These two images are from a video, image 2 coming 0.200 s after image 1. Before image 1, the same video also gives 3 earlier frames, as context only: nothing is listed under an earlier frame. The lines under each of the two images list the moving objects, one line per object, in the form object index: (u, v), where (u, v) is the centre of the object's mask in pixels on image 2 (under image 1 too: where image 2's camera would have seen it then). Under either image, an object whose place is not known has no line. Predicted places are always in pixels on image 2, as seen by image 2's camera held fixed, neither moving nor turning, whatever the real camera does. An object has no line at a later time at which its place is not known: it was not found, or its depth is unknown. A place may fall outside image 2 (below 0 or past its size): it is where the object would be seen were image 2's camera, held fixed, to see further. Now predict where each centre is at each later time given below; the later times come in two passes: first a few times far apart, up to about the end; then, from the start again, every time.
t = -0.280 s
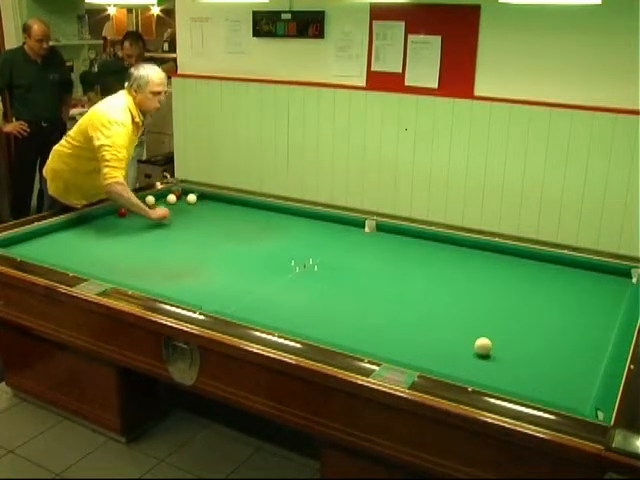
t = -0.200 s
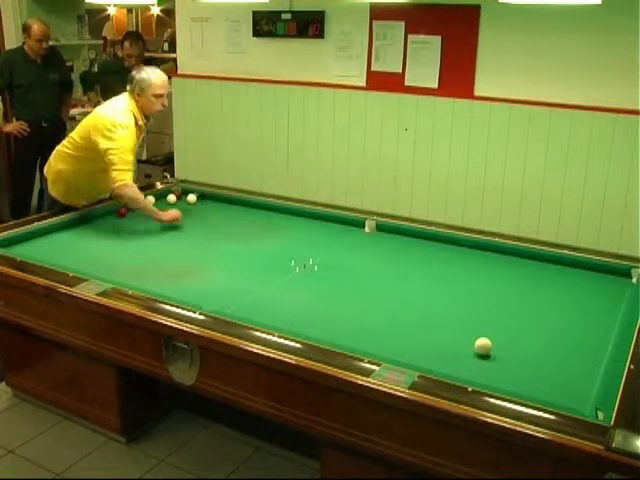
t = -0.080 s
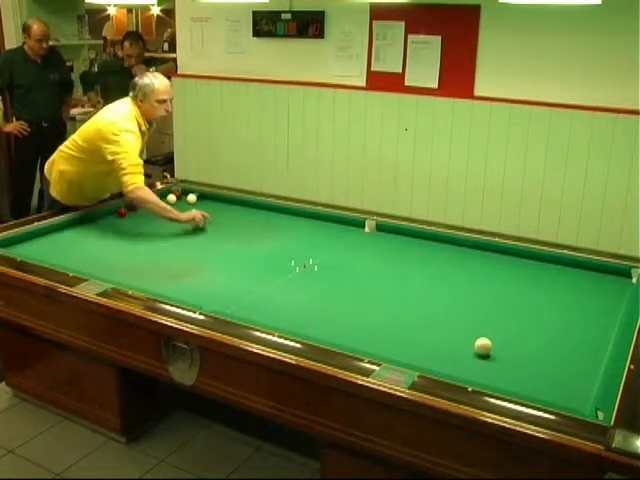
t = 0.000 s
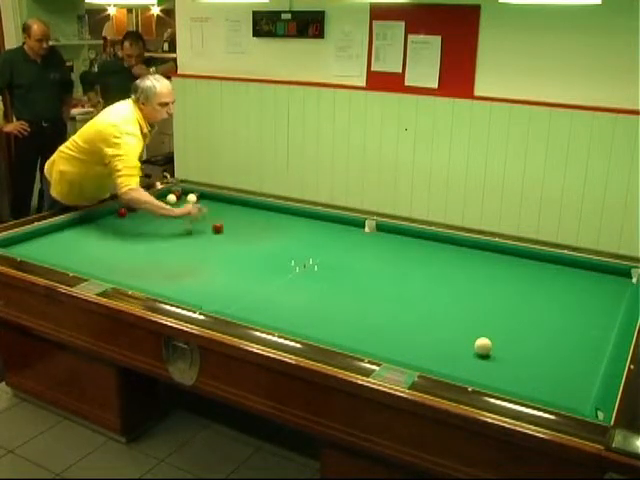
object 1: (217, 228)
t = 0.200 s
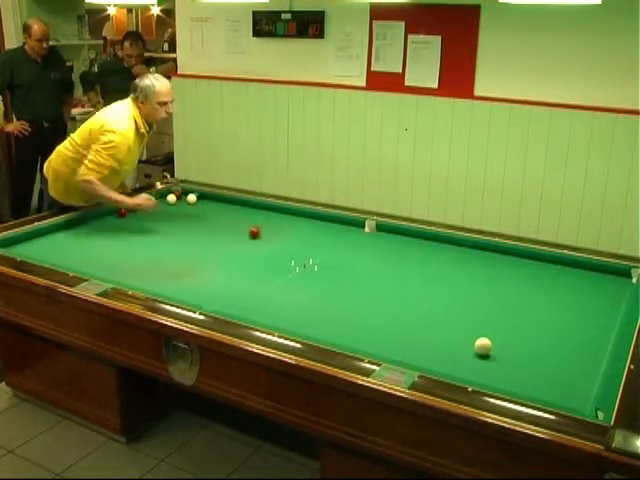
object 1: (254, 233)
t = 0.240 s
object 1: (261, 234)
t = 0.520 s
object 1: (313, 241)
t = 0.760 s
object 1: (359, 249)
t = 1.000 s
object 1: (407, 255)
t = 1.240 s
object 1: (456, 263)
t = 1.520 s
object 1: (516, 273)
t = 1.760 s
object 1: (568, 280)
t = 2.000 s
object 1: (623, 288)
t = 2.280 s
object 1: (589, 280)
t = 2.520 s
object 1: (560, 272)
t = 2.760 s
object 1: (531, 266)
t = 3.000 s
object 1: (505, 260)
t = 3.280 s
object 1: (477, 253)
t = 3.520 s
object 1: (454, 247)
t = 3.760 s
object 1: (432, 242)
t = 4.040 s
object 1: (409, 237)
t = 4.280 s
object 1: (390, 232)
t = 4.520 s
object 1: (372, 227)
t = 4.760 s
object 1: (359, 227)
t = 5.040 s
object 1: (348, 229)
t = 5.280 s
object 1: (338, 231)
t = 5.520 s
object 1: (329, 233)
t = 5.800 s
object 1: (318, 235)
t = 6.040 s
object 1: (309, 238)
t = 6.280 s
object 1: (300, 239)
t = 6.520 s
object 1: (292, 241)
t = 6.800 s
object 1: (283, 243)
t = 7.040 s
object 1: (275, 244)
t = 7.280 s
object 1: (268, 246)
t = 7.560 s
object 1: (261, 248)
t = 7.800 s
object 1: (254, 248)
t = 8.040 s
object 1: (248, 250)
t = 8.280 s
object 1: (243, 250)
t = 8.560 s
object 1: (237, 252)
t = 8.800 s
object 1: (233, 253)
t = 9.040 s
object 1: (229, 254)
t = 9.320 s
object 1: (226, 255)
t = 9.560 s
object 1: (223, 255)
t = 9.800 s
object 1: (221, 256)
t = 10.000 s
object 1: (220, 256)
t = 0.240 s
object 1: (261, 234)
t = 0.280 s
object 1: (268, 235)
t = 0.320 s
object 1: (275, 236)
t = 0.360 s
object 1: (283, 237)
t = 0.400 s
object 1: (290, 238)
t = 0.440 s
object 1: (298, 239)
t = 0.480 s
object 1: (305, 240)
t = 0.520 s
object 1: (313, 241)
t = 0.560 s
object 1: (321, 243)
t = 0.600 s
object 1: (328, 244)
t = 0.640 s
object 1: (336, 246)
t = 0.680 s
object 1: (344, 246)
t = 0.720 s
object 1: (351, 247)
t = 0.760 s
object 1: (359, 249)
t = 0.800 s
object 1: (367, 250)
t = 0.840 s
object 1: (375, 251)
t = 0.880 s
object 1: (383, 252)
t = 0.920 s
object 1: (391, 253)
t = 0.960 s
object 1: (398, 254)
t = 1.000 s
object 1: (407, 255)
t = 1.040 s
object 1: (415, 257)
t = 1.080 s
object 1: (423, 259)
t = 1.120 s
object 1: (431, 260)
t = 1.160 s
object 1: (440, 261)
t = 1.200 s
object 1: (448, 262)
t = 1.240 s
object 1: (456, 263)
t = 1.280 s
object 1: (465, 264)
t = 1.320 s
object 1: (472, 265)
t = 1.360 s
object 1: (481, 267)
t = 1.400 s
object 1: (490, 268)
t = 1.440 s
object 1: (498, 269)
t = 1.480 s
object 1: (506, 271)
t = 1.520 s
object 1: (516, 273)
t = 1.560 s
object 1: (524, 274)
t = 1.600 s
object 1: (532, 275)
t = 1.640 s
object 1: (541, 277)
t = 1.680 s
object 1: (550, 278)
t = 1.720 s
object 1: (559, 279)
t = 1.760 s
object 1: (568, 280)
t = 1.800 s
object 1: (576, 281)
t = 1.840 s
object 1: (585, 282)
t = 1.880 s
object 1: (594, 284)
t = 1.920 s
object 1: (603, 285)
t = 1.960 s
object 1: (613, 286)
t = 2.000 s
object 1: (623, 288)
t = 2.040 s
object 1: (623, 288)
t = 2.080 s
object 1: (617, 287)
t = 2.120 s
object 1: (612, 285)
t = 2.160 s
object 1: (606, 284)
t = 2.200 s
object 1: (600, 282)
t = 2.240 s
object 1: (595, 281)
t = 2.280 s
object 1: (589, 280)
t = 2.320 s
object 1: (584, 279)
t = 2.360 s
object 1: (580, 278)
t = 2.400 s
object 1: (574, 277)
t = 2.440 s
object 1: (569, 275)
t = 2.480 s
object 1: (564, 274)
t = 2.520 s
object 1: (560, 272)
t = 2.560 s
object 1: (555, 272)
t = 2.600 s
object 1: (550, 270)
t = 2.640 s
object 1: (546, 269)
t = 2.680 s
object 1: (541, 268)
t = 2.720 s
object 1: (536, 267)
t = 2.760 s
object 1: (531, 266)
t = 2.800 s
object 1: (527, 265)
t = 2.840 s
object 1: (523, 264)
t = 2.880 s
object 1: (518, 263)
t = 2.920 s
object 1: (515, 262)
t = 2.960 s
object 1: (510, 261)
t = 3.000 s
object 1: (505, 260)
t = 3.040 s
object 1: (501, 260)
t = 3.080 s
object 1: (497, 258)
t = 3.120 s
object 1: (493, 257)
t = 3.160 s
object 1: (489, 255)
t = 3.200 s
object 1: (485, 255)
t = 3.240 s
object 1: (481, 253)
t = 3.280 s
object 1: (477, 253)
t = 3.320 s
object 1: (473, 251)
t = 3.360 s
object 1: (469, 251)
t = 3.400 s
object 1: (465, 250)
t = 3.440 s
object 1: (461, 249)
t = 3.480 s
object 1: (457, 248)
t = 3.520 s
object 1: (454, 247)
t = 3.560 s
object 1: (451, 246)
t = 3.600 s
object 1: (447, 246)
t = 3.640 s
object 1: (443, 245)
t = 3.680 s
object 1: (439, 244)
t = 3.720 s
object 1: (436, 243)
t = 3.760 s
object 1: (432, 242)
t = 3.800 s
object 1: (429, 241)
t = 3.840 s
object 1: (425, 240)
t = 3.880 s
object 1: (422, 240)
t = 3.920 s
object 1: (418, 239)
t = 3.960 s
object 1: (415, 238)
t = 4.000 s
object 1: (412, 237)
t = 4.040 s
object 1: (409, 237)
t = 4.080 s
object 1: (405, 236)
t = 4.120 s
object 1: (402, 235)
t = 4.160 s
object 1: (399, 234)
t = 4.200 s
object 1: (396, 233)
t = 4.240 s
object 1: (393, 233)
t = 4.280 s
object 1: (390, 232)
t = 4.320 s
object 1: (387, 232)
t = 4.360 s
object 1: (382, 230)
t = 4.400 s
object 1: (378, 229)
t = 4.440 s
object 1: (377, 229)
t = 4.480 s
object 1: (375, 228)
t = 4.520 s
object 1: (372, 227)
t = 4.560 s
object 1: (369, 227)
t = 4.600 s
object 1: (366, 226)
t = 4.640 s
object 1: (363, 226)
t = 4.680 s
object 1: (362, 226)
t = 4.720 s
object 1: (360, 227)
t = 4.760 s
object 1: (359, 227)
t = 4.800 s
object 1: (358, 228)
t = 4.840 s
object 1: (356, 228)
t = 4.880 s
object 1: (354, 228)
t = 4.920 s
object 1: (352, 228)
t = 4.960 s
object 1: (351, 229)
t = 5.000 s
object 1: (350, 229)
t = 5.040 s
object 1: (348, 229)
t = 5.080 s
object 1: (346, 230)
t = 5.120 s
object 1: (344, 230)
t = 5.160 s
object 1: (343, 230)
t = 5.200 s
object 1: (341, 231)
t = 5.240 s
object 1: (340, 231)
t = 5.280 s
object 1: (338, 231)
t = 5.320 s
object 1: (336, 231)
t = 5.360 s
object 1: (335, 232)
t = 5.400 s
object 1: (333, 232)
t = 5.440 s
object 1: (332, 232)
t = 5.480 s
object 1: (330, 233)
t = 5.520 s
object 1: (329, 233)
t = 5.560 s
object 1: (327, 234)
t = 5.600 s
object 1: (326, 234)
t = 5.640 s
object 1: (324, 234)
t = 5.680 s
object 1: (322, 235)
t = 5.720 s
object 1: (321, 235)
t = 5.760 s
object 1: (320, 235)
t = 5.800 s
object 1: (318, 235)
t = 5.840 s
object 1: (317, 236)
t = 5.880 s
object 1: (315, 236)
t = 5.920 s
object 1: (314, 236)
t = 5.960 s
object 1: (312, 237)
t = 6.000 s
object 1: (310, 237)
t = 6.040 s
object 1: (309, 238)
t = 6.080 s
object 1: (307, 238)
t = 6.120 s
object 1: (306, 238)
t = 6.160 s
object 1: (305, 238)
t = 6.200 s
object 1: (303, 238)
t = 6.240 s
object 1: (302, 239)
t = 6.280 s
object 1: (300, 239)
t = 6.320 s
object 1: (299, 239)
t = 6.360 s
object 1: (298, 240)
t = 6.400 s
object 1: (296, 239)
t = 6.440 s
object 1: (295, 240)
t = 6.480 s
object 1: (294, 241)
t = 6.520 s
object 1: (292, 241)
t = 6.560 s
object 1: (291, 241)
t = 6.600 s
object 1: (290, 241)
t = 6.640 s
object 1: (288, 241)
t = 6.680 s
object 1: (287, 242)
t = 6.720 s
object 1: (286, 242)
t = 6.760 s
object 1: (284, 242)
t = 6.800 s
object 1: (283, 243)
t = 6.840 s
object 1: (282, 243)
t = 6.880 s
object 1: (281, 243)
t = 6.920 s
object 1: (279, 243)
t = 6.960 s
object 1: (278, 244)
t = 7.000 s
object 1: (277, 244)
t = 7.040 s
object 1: (275, 244)
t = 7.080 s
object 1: (274, 244)
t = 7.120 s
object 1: (273, 245)
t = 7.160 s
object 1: (272, 245)
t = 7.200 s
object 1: (270, 245)
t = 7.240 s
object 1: (269, 245)
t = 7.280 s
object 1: (268, 246)
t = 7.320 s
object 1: (267, 246)
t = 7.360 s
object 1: (266, 246)
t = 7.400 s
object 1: (265, 246)
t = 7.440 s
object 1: (263, 246)
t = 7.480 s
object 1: (263, 247)
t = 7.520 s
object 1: (261, 247)
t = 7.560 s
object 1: (261, 248)
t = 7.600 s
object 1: (259, 248)
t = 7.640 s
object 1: (258, 248)
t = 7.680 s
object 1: (257, 248)
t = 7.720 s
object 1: (256, 248)
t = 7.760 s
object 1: (255, 248)
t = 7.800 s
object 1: (254, 248)
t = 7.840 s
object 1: (253, 249)
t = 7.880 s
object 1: (253, 249)
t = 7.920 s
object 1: (251, 249)
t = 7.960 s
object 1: (250, 249)
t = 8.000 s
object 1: (249, 249)
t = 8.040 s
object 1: (248, 250)
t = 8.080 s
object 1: (247, 250)
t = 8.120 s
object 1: (247, 250)
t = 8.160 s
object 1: (245, 250)
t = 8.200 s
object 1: (244, 250)
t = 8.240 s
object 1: (243, 251)
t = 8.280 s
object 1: (243, 250)
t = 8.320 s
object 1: (242, 251)
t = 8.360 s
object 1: (241, 251)
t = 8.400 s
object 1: (240, 251)
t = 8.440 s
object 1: (239, 252)
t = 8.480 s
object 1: (239, 252)
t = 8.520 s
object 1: (238, 252)
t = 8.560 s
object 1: (237, 252)
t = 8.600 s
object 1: (237, 252)
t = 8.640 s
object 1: (236, 252)
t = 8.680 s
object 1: (235, 253)
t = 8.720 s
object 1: (235, 253)
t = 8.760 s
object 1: (234, 253)
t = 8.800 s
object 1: (233, 253)
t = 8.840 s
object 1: (232, 253)
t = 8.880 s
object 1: (232, 253)
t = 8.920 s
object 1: (231, 253)
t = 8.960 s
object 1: (230, 254)
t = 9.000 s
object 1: (230, 254)
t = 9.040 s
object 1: (229, 254)
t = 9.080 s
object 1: (228, 254)
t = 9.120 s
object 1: (228, 254)
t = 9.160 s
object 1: (228, 254)
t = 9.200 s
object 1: (227, 254)
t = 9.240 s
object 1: (227, 254)
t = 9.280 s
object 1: (226, 255)
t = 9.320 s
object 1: (226, 255)
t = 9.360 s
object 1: (225, 255)
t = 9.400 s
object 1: (224, 255)
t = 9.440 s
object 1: (224, 255)
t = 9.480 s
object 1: (224, 255)
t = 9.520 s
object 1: (223, 255)
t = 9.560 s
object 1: (223, 255)
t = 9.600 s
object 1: (223, 255)
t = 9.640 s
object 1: (222, 256)
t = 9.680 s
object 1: (222, 256)
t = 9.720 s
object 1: (221, 256)
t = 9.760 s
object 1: (221, 256)
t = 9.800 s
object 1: (221, 256)
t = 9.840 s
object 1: (221, 256)
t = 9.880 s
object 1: (220, 256)
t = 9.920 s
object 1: (220, 256)
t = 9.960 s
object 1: (220, 256)
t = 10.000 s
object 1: (220, 256)
